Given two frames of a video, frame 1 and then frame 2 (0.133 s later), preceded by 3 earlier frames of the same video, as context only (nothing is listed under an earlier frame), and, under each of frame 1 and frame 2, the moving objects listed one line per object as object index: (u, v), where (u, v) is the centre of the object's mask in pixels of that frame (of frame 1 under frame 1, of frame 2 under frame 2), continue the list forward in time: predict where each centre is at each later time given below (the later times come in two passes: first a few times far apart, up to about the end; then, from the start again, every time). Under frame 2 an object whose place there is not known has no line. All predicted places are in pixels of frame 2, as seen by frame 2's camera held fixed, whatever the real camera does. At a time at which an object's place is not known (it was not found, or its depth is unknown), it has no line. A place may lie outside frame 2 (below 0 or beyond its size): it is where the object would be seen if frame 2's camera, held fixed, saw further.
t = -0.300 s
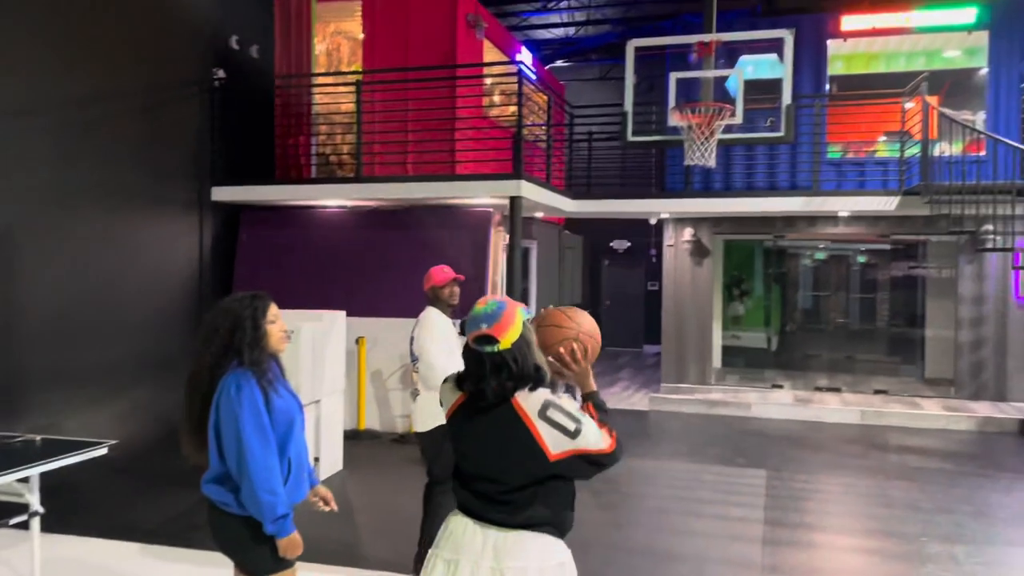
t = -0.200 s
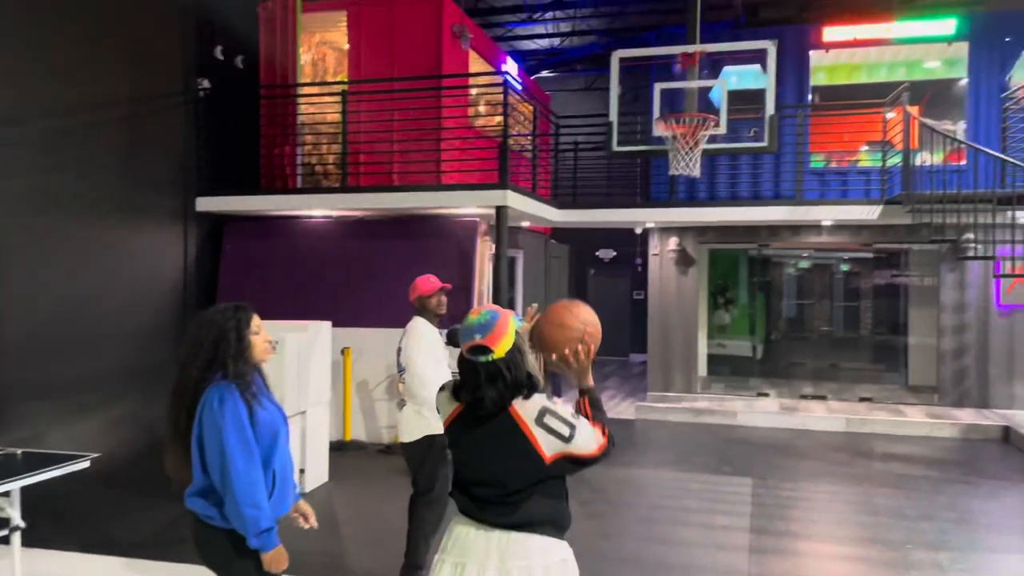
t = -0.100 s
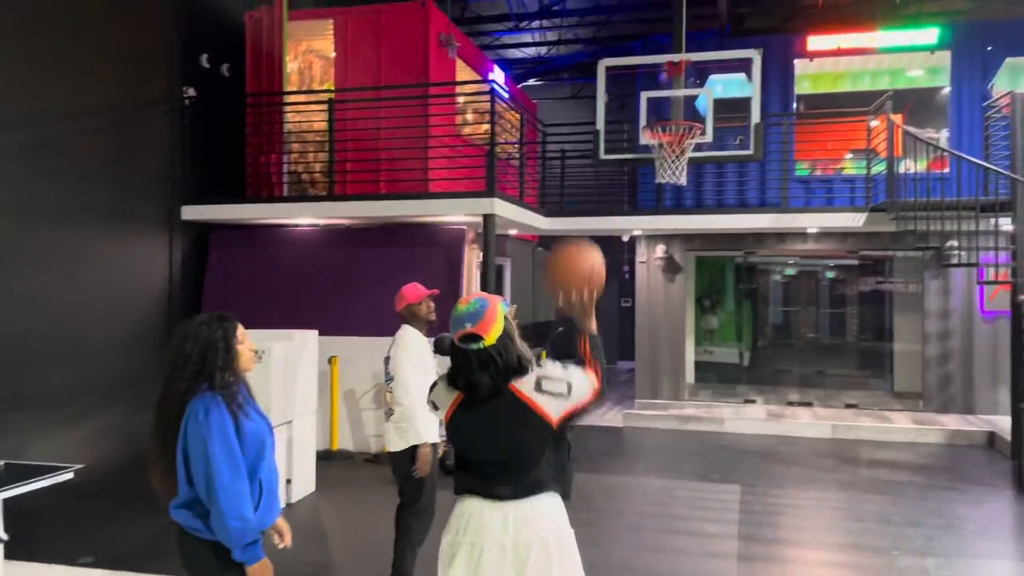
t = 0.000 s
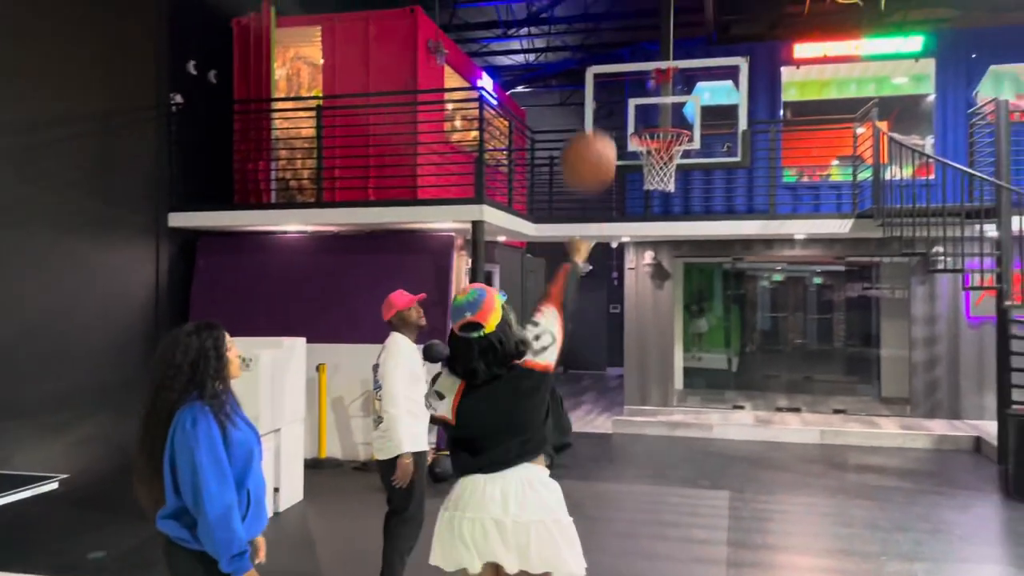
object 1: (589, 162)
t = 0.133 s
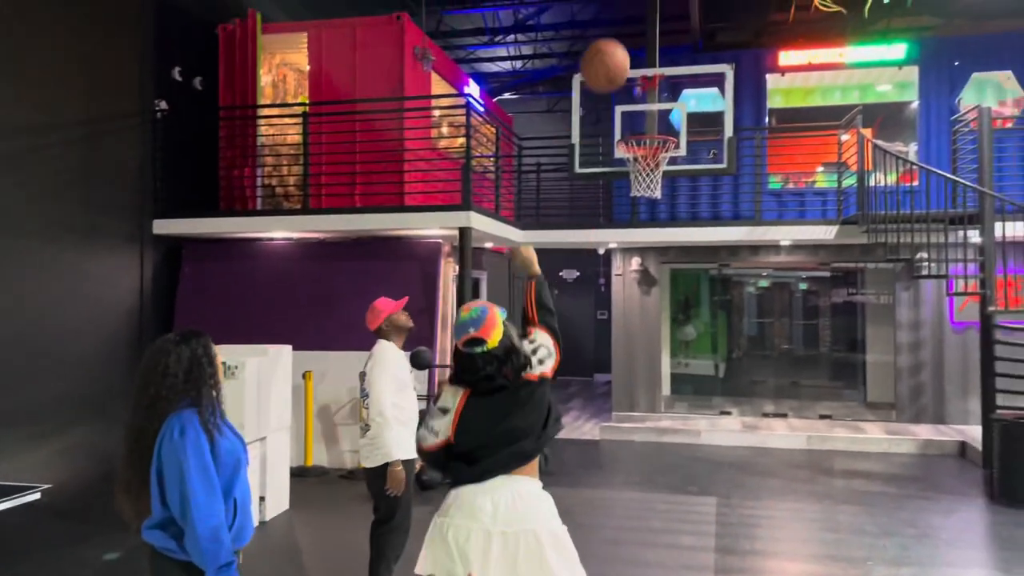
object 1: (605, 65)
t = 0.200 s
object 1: (617, 38)
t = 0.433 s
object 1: (647, 16)
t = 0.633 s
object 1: (665, 60)
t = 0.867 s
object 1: (681, 125)
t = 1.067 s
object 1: (695, 101)
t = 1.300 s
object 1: (713, 128)
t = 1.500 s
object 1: (730, 211)
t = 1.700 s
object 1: (749, 363)
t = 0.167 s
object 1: (611, 49)
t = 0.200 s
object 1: (617, 38)
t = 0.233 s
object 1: (622, 28)
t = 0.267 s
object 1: (627, 21)
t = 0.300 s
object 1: (632, 16)
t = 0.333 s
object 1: (636, 13)
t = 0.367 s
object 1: (640, 13)
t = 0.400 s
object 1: (644, 13)
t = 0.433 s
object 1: (647, 16)
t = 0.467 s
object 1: (651, 21)
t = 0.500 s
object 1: (653, 26)
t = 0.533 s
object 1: (657, 33)
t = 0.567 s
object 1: (659, 41)
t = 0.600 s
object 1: (662, 50)
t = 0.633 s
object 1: (665, 60)
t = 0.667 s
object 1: (667, 71)
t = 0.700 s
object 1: (669, 84)
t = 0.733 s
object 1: (671, 95)
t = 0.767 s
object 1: (673, 110)
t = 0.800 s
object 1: (677, 125)
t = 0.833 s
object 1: (679, 128)
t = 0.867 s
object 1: (681, 125)
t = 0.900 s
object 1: (684, 121)
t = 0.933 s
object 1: (686, 115)
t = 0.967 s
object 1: (689, 109)
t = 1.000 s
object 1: (691, 106)
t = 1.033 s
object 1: (693, 103)
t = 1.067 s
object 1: (695, 101)
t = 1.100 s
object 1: (698, 101)
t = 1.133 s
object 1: (700, 103)
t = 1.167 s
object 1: (703, 105)
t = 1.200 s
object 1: (705, 108)
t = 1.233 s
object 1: (707, 115)
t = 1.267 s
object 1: (711, 121)
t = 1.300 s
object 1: (713, 128)
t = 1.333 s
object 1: (716, 138)
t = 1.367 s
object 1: (719, 150)
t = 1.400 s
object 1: (722, 163)
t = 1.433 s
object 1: (725, 178)
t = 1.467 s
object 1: (727, 194)
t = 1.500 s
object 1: (730, 211)
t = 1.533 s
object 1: (733, 232)
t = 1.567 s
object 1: (737, 255)
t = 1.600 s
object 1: (739, 278)
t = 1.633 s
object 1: (742, 303)
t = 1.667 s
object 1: (747, 332)
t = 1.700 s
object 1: (749, 363)
